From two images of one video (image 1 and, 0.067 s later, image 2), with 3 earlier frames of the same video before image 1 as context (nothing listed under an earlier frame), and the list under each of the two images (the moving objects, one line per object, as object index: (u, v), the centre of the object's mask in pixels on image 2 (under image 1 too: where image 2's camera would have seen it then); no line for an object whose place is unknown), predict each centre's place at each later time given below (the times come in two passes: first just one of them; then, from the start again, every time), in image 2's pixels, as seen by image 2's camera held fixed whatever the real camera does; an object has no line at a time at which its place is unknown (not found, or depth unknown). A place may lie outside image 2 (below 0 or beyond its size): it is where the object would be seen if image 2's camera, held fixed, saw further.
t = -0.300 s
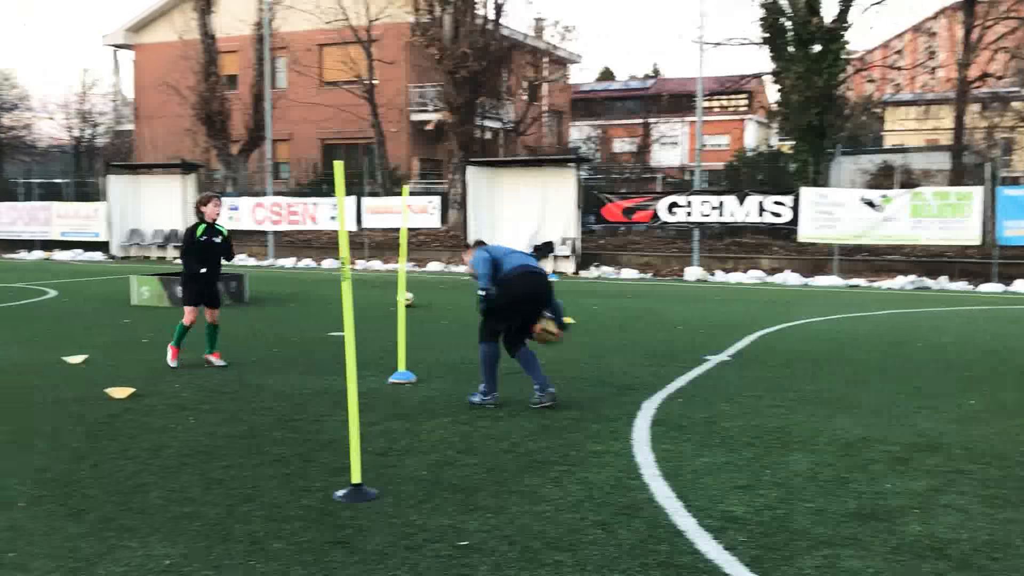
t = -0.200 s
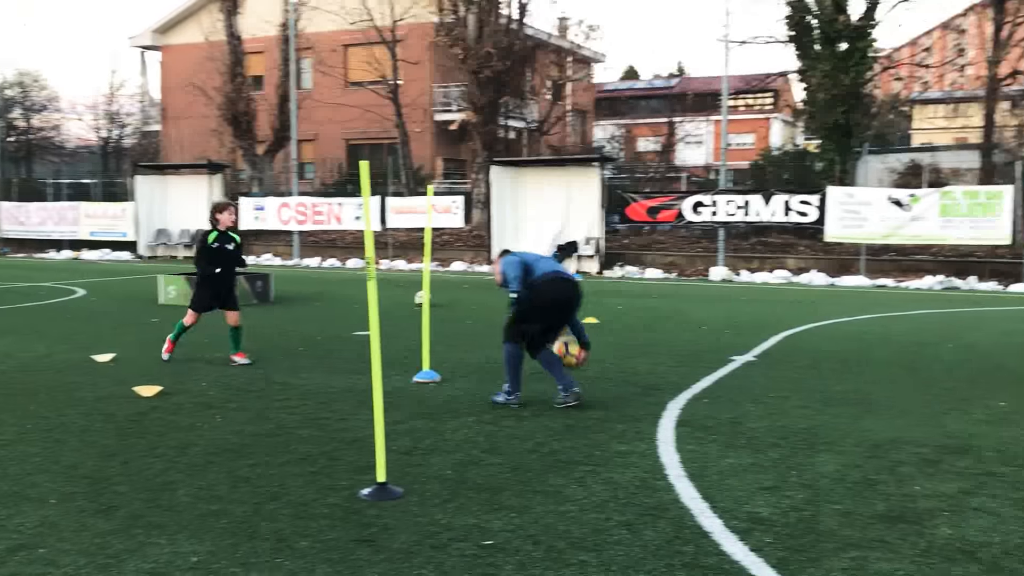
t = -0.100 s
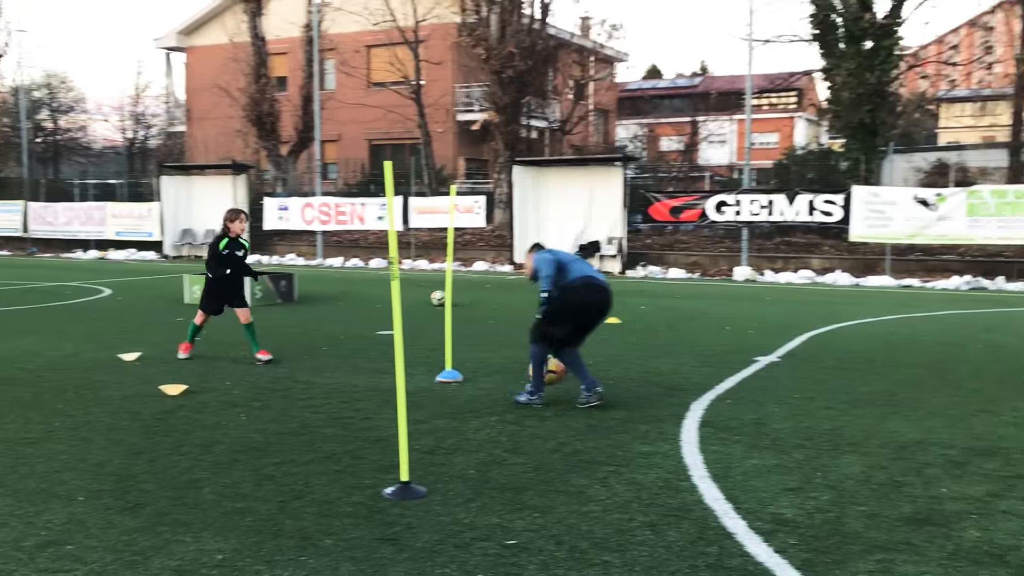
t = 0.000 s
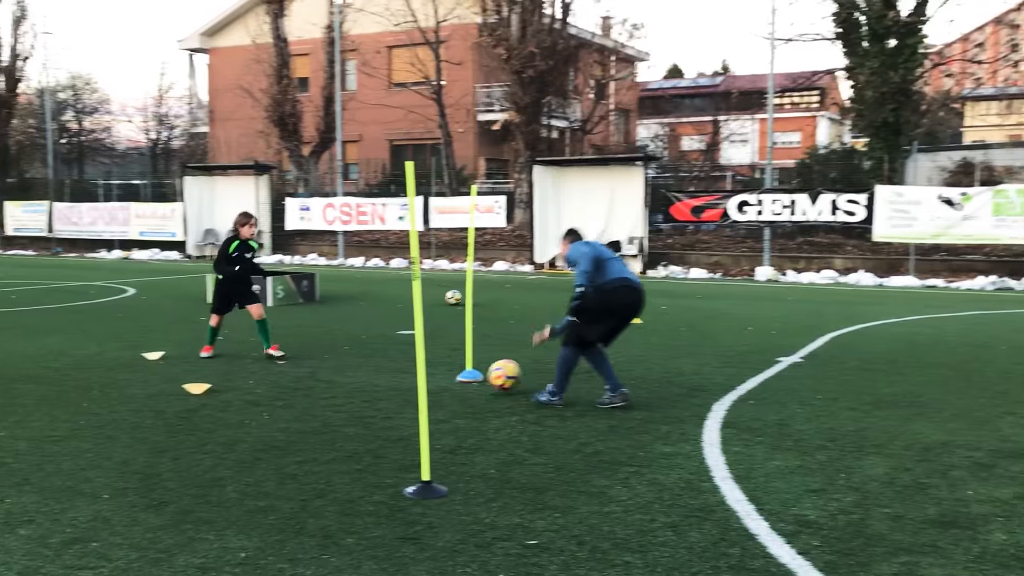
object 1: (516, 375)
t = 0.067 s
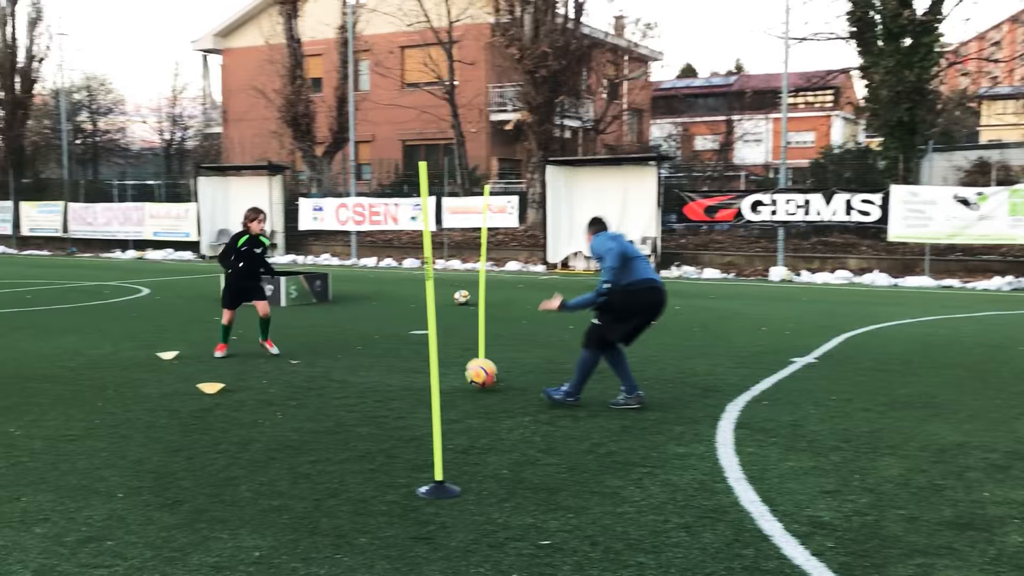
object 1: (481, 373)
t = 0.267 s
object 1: (394, 371)
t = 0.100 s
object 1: (465, 368)
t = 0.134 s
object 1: (452, 367)
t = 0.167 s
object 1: (438, 365)
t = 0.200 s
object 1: (419, 367)
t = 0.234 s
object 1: (408, 369)
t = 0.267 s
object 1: (394, 371)
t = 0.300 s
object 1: (381, 367)
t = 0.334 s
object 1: (368, 365)
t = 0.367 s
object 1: (357, 364)
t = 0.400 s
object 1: (344, 364)
